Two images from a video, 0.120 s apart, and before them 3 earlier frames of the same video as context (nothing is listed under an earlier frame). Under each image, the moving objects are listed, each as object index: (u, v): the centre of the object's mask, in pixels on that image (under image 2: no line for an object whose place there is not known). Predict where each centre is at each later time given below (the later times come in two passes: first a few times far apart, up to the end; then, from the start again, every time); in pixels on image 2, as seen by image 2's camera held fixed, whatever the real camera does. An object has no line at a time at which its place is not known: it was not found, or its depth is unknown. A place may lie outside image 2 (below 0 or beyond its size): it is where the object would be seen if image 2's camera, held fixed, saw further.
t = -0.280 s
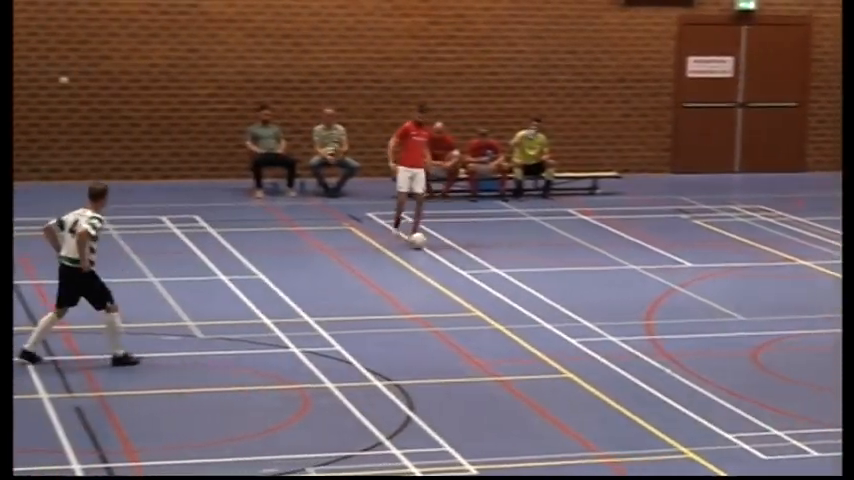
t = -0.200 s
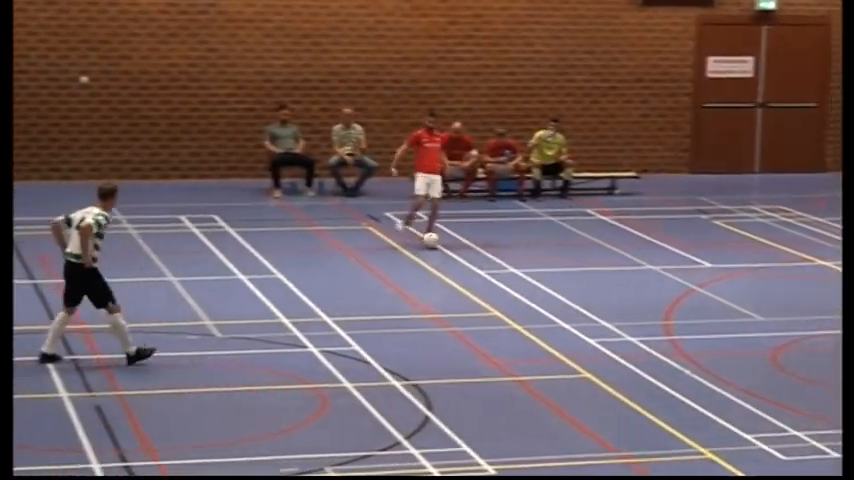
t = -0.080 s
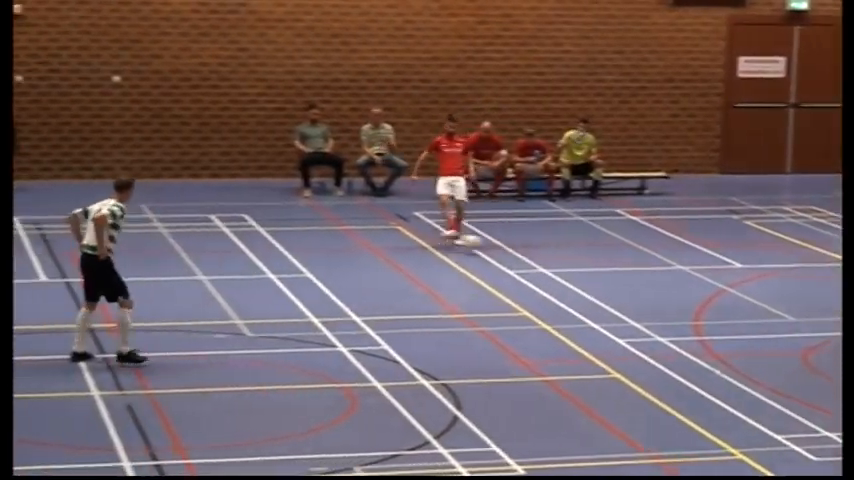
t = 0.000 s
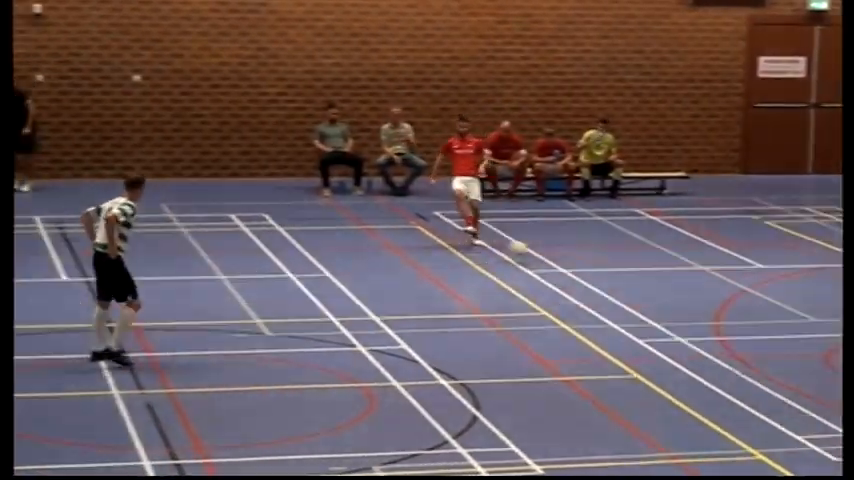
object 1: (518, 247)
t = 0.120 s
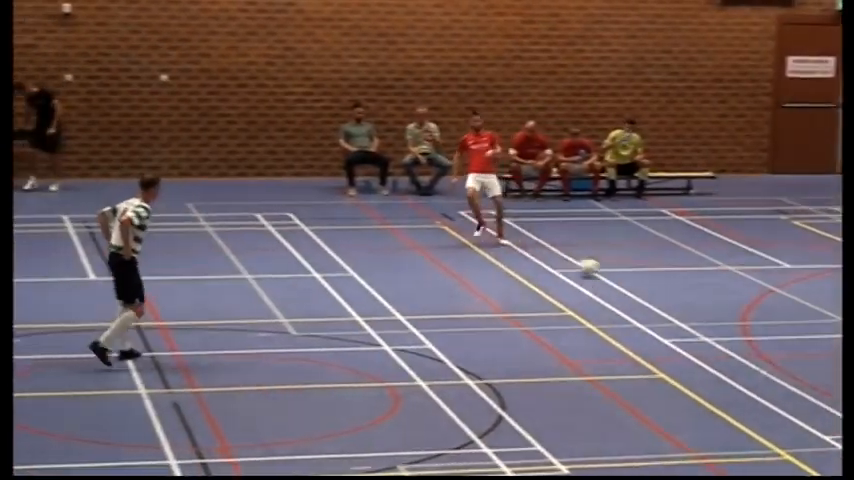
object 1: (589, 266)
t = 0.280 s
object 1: (645, 284)
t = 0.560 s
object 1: (738, 313)
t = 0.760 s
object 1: (806, 335)
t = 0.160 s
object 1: (602, 271)
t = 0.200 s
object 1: (616, 276)
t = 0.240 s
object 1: (631, 281)
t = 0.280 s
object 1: (645, 284)
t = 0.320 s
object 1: (657, 289)
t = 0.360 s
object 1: (672, 294)
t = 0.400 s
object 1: (685, 298)
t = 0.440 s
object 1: (698, 302)
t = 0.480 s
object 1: (712, 306)
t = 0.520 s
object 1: (725, 311)
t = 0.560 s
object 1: (738, 313)
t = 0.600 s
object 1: (751, 316)
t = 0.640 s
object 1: (765, 322)
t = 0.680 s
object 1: (778, 326)
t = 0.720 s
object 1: (792, 329)
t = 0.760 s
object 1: (806, 335)
